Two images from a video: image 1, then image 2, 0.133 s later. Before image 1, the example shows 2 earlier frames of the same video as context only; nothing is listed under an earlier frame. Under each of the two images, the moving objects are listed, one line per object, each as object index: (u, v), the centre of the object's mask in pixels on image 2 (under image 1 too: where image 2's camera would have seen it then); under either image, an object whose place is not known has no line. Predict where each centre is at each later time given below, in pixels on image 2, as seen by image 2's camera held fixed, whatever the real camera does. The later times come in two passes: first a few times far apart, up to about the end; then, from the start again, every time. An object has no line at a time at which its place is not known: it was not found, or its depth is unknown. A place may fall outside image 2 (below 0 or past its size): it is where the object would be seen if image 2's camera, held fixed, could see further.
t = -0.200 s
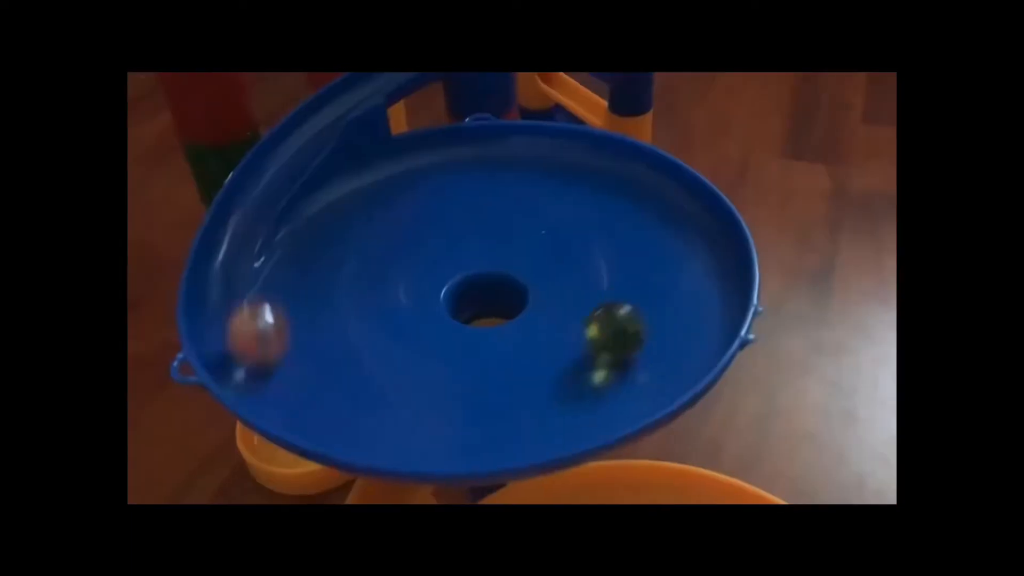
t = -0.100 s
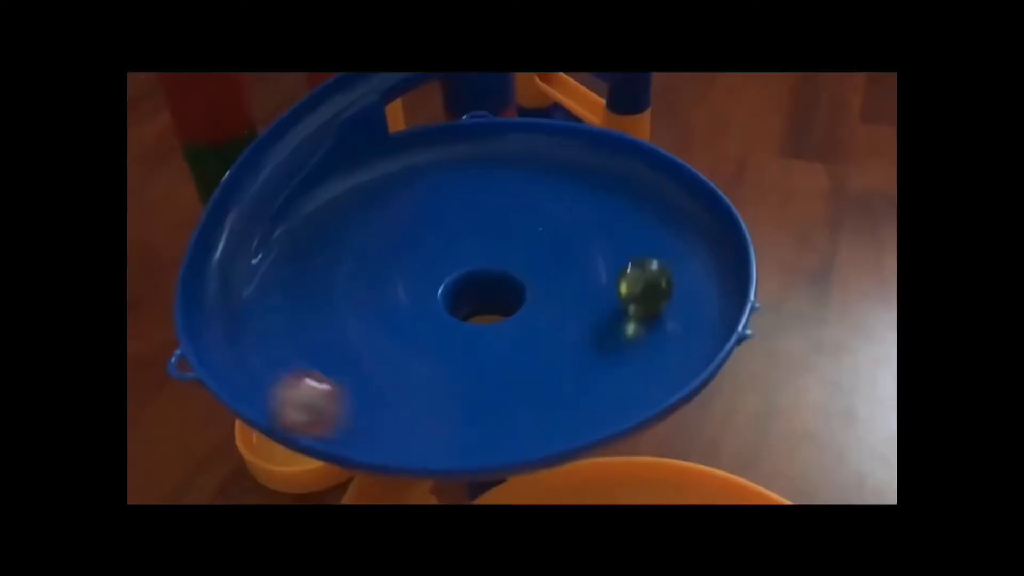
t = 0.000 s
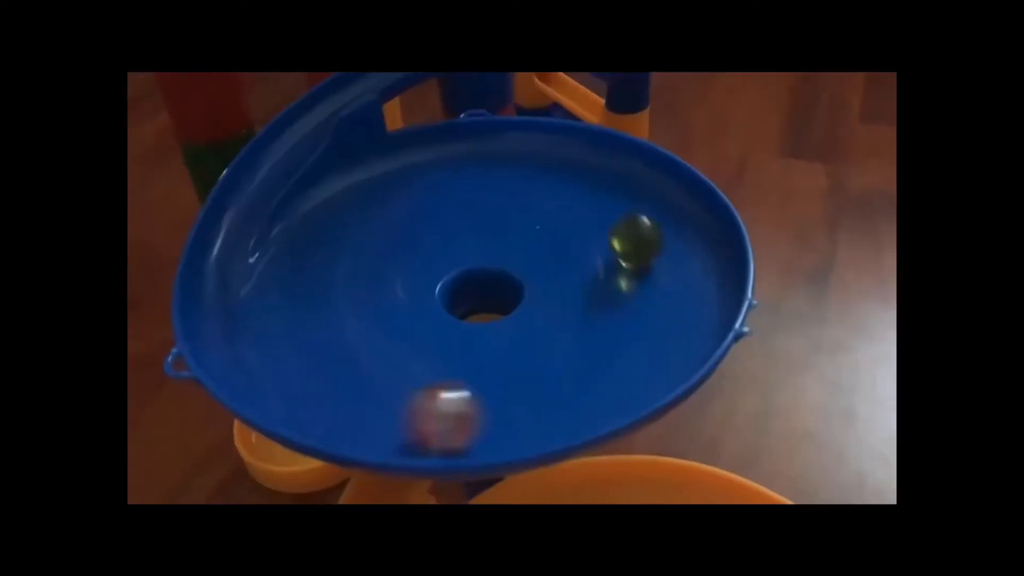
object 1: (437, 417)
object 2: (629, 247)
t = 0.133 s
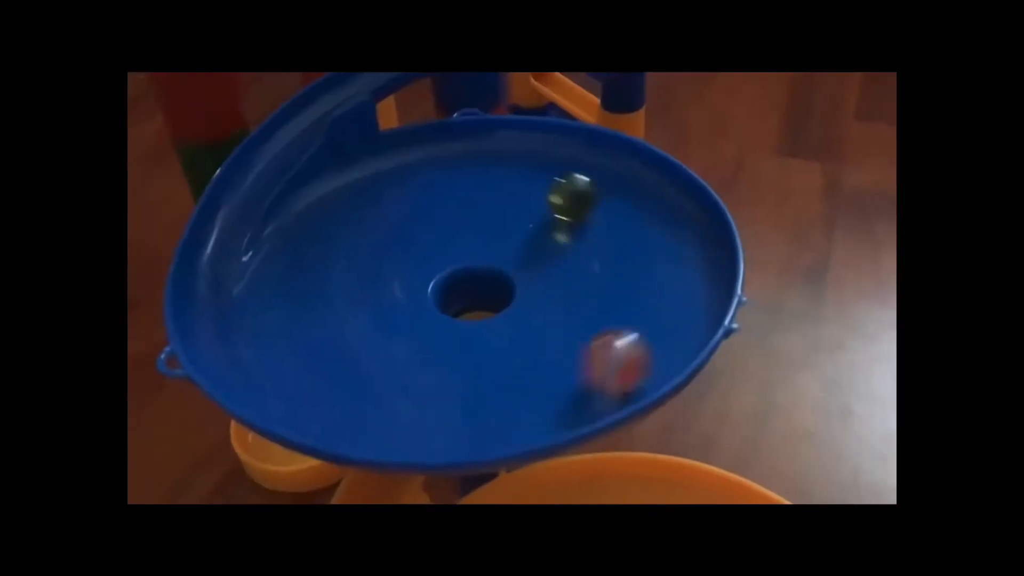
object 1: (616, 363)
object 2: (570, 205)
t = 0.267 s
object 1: (700, 270)
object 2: (483, 190)
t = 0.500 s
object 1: (584, 150)
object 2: (345, 229)
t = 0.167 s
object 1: (651, 342)
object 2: (551, 199)
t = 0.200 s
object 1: (681, 320)
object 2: (528, 194)
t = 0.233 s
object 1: (701, 294)
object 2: (506, 191)
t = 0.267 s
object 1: (700, 270)
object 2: (483, 190)
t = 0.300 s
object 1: (696, 246)
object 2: (460, 190)
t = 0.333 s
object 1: (686, 226)
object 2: (438, 193)
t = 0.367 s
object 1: (672, 206)
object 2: (416, 197)
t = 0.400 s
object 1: (654, 188)
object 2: (395, 204)
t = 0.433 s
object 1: (633, 173)
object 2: (377, 210)
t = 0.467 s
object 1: (609, 160)
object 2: (360, 219)
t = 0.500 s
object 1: (584, 150)
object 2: (345, 229)
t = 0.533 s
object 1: (557, 141)
